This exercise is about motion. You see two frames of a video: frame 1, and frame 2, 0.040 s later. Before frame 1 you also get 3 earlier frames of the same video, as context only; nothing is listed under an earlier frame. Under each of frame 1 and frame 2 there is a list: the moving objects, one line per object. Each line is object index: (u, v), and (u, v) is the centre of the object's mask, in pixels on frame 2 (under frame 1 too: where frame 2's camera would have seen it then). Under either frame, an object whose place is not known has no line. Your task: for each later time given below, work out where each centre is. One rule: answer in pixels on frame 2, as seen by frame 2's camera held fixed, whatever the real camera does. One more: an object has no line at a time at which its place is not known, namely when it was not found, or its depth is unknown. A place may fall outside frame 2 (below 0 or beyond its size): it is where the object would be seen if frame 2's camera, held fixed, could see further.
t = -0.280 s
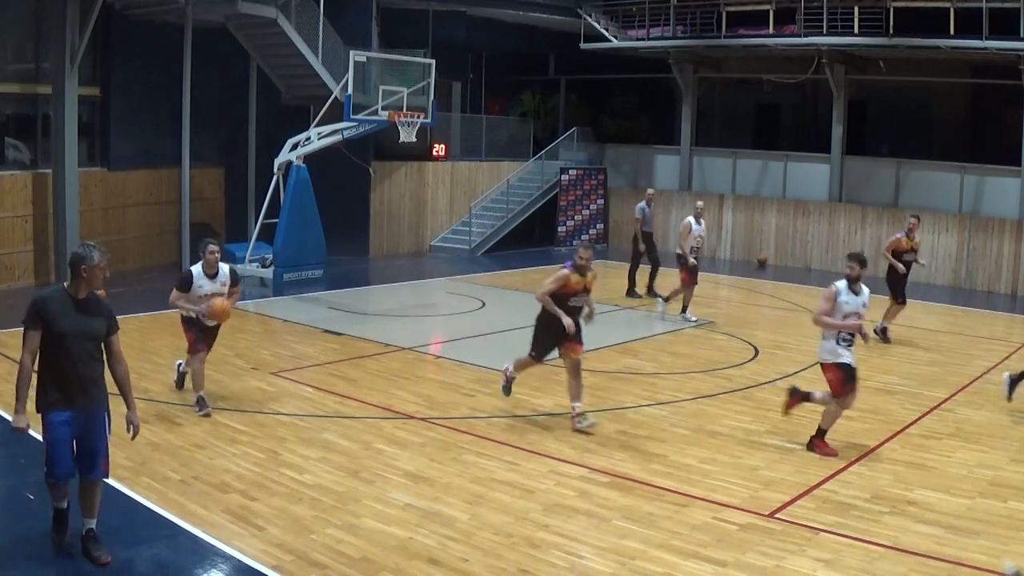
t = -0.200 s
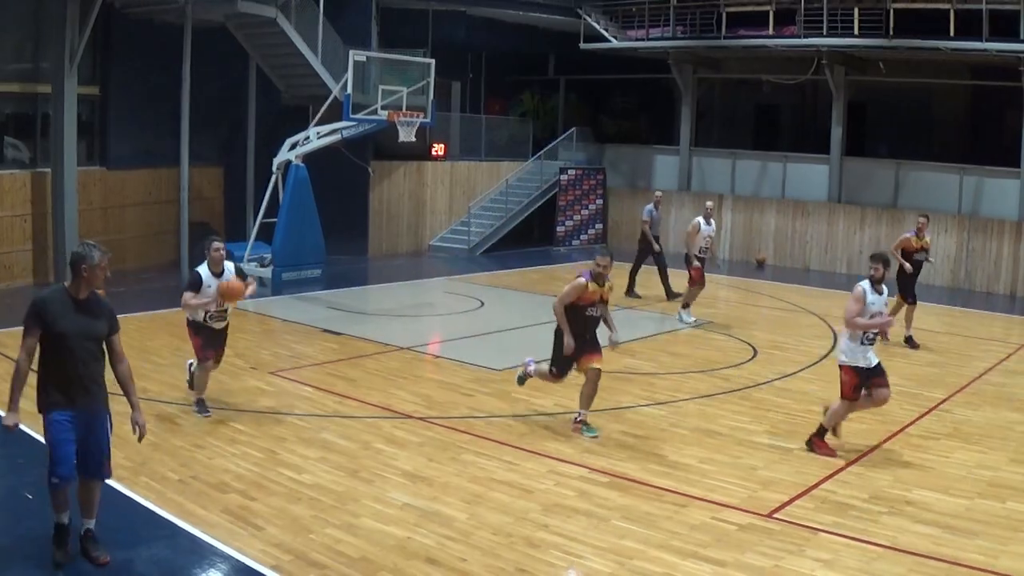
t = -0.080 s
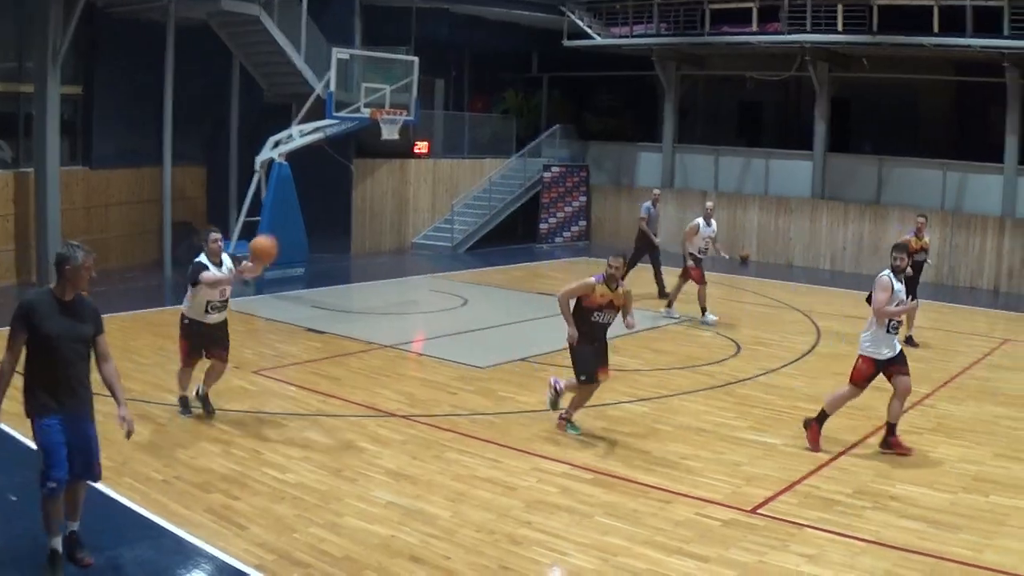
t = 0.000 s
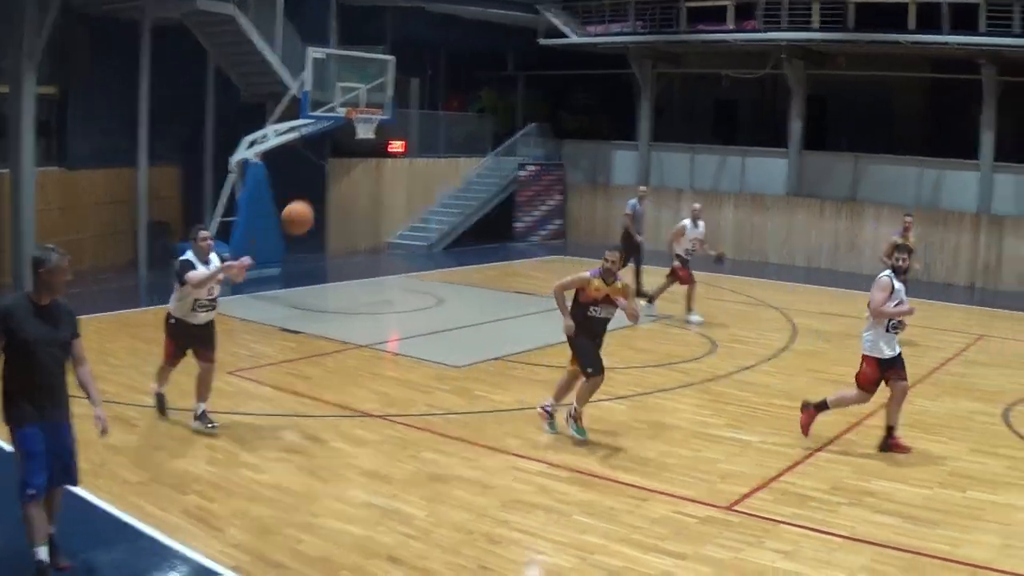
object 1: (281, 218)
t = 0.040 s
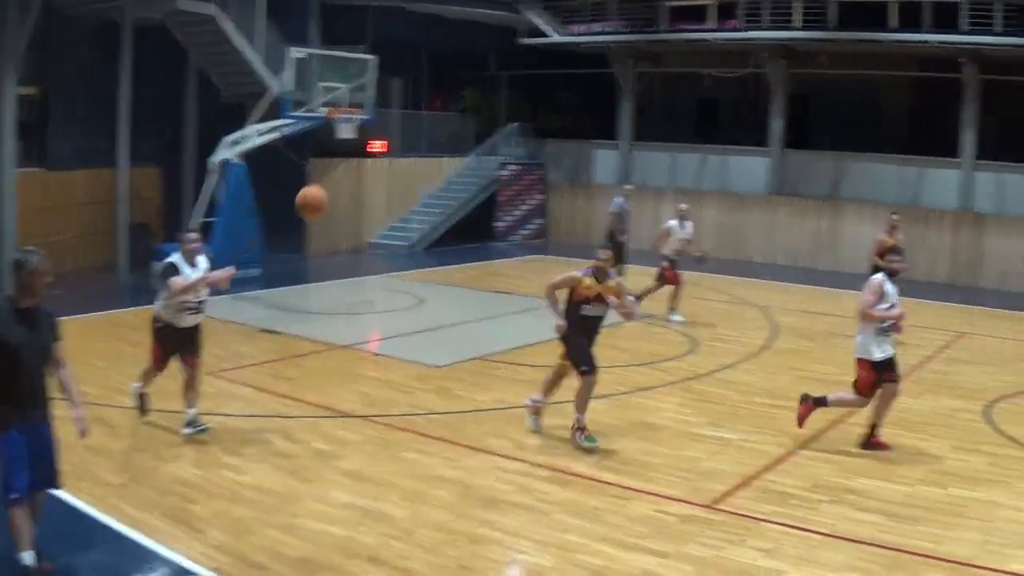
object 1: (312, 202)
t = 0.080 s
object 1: (343, 186)
